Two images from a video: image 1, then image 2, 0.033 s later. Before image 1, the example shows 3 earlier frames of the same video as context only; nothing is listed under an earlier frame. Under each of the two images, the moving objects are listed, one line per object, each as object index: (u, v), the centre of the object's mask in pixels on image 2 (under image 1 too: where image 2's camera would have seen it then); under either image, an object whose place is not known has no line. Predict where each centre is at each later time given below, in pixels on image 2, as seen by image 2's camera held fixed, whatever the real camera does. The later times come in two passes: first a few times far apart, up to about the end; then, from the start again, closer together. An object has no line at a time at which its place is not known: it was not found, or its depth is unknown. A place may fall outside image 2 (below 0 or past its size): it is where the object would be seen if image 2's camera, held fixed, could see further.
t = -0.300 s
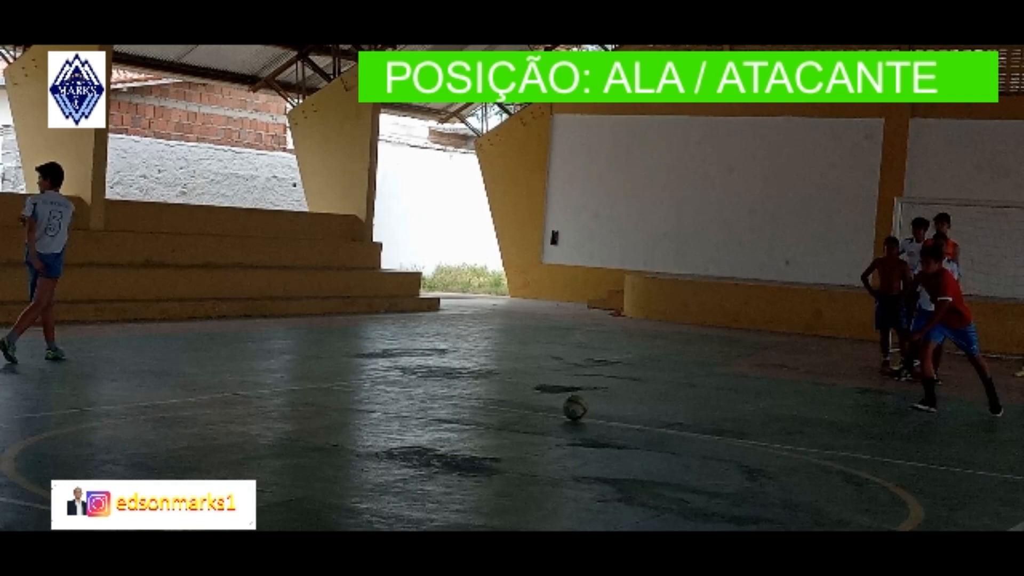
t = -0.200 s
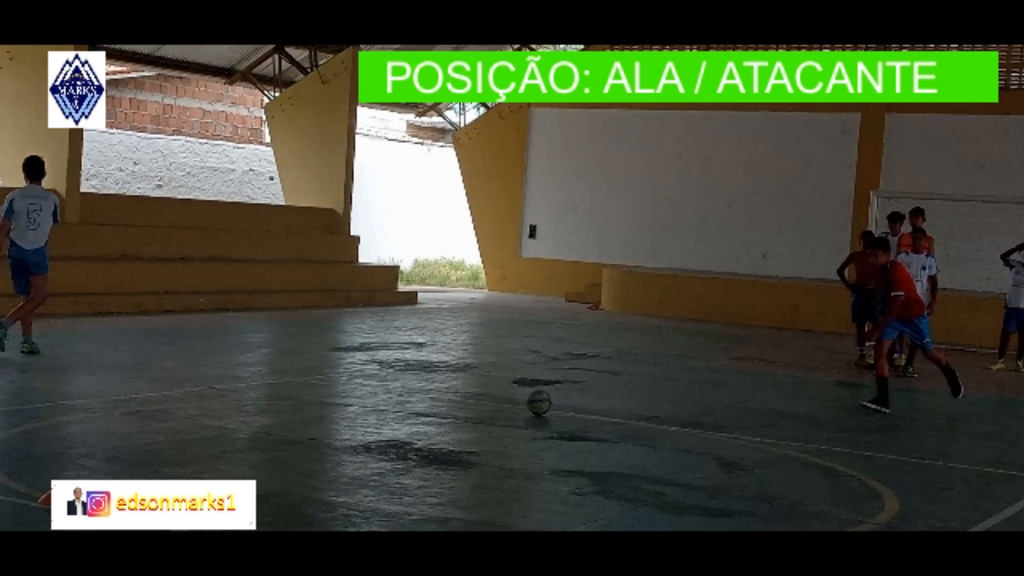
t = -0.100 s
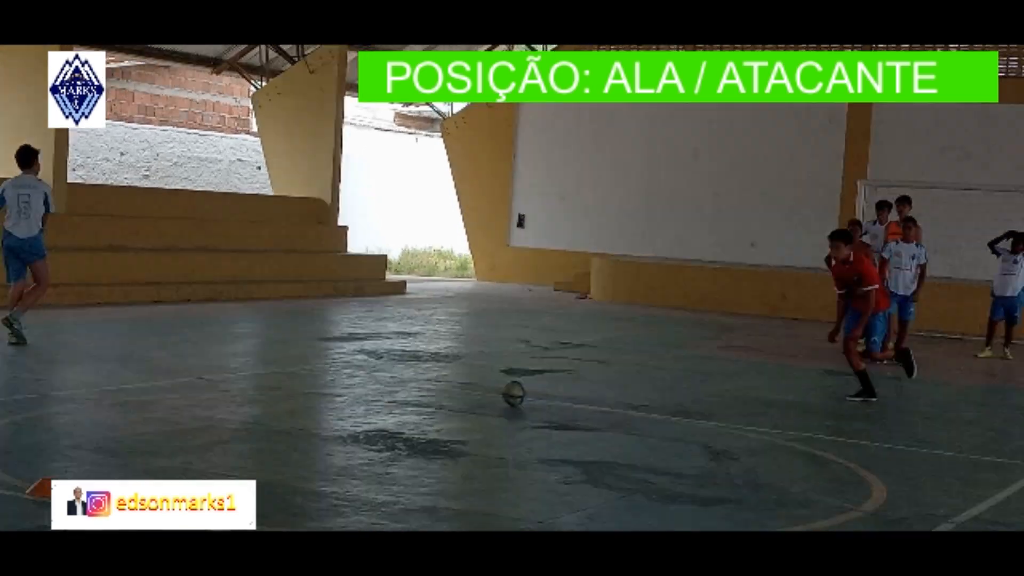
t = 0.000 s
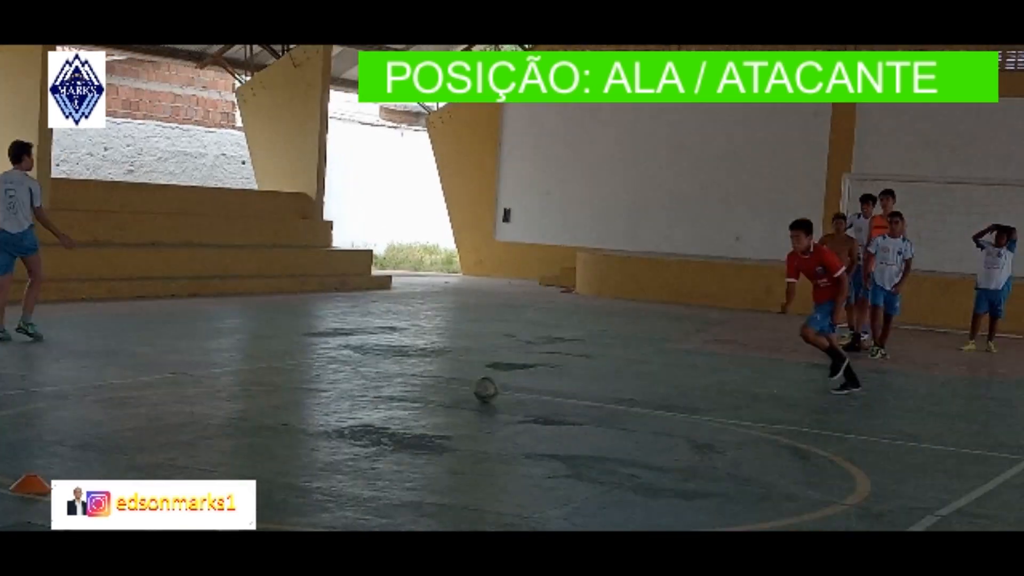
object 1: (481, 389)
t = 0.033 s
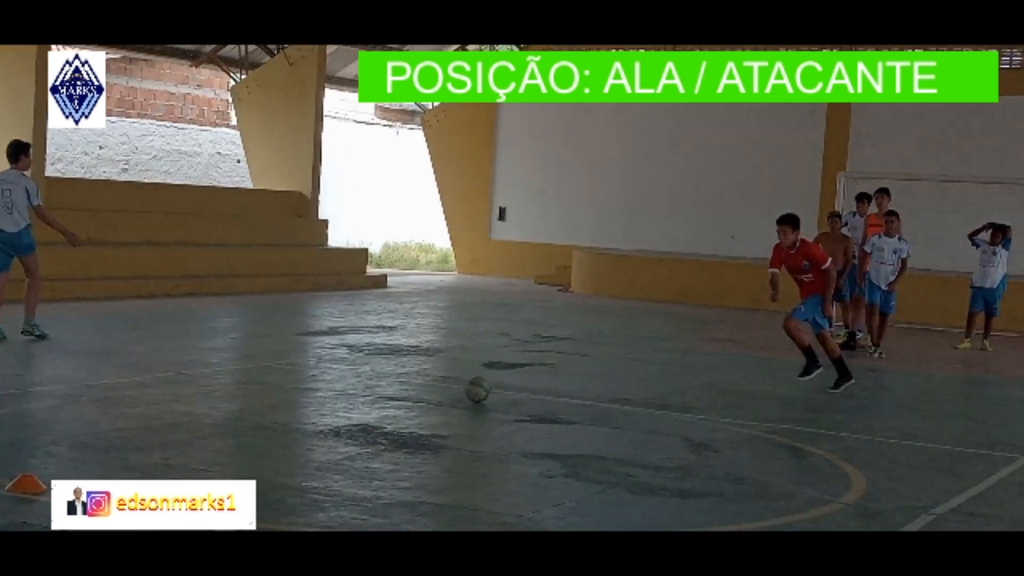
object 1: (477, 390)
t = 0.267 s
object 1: (444, 393)
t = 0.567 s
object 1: (402, 399)
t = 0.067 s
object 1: (473, 390)
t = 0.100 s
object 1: (467, 391)
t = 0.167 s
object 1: (457, 391)
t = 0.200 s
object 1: (453, 392)
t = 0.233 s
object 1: (449, 394)
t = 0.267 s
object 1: (444, 393)
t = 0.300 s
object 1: (440, 394)
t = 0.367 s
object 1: (430, 395)
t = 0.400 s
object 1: (426, 396)
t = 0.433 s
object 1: (421, 397)
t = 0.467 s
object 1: (416, 398)
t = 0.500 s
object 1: (411, 398)
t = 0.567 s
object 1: (402, 399)
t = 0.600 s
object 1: (397, 400)
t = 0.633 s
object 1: (392, 401)
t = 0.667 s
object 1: (387, 401)
